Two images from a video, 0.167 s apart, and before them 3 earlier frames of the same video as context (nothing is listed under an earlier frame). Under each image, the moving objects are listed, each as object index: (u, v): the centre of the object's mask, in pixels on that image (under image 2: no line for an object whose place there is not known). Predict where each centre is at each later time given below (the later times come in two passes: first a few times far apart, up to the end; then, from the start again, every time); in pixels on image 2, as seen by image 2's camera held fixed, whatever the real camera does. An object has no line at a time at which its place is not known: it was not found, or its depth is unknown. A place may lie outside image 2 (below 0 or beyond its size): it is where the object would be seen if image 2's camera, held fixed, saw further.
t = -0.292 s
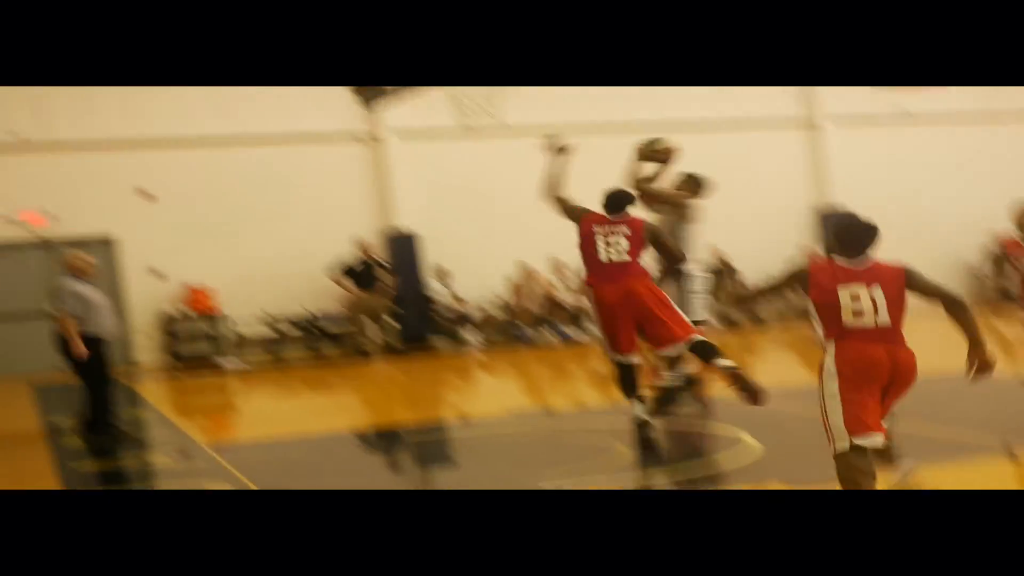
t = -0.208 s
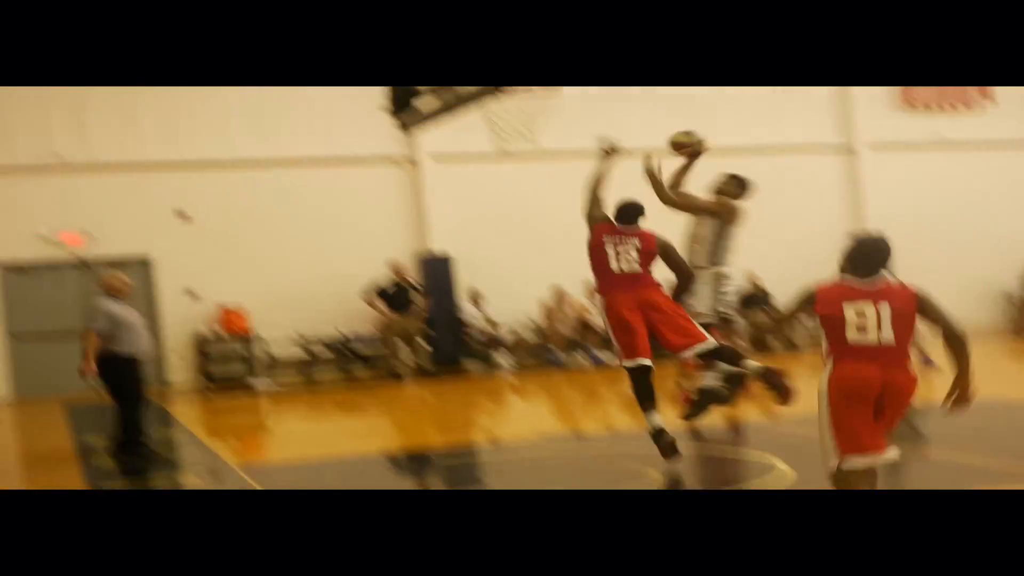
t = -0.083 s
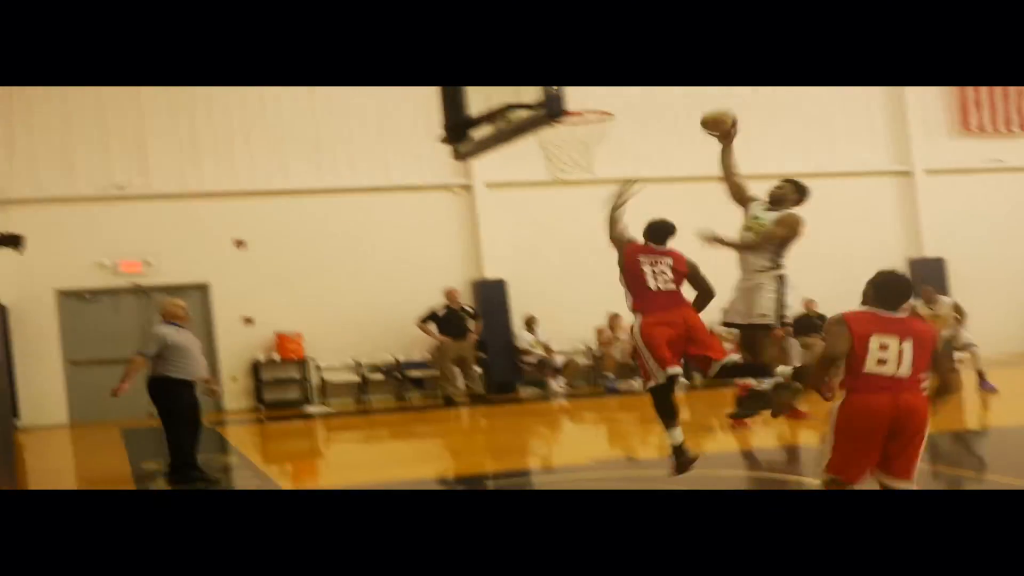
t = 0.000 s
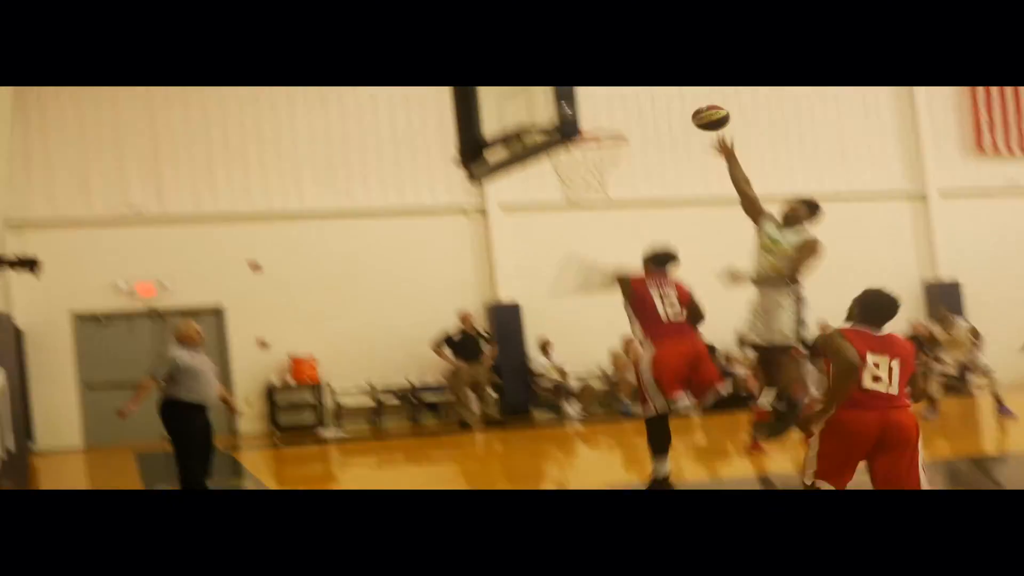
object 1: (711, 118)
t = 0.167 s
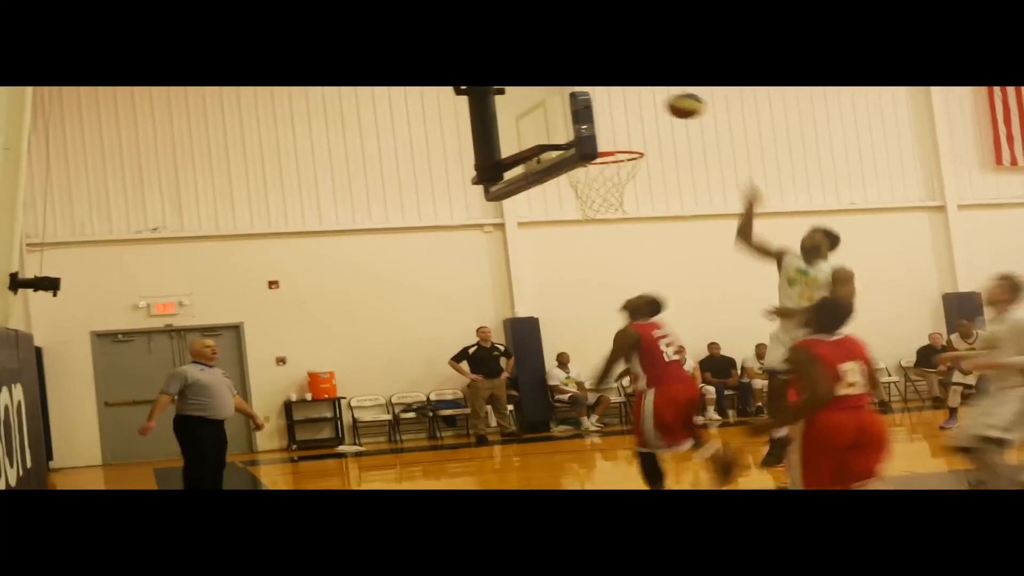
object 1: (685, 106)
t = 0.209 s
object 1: (675, 103)
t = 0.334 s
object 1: (646, 106)
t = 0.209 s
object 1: (675, 103)
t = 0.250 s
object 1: (666, 100)
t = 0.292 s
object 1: (655, 103)
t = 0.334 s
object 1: (646, 106)
